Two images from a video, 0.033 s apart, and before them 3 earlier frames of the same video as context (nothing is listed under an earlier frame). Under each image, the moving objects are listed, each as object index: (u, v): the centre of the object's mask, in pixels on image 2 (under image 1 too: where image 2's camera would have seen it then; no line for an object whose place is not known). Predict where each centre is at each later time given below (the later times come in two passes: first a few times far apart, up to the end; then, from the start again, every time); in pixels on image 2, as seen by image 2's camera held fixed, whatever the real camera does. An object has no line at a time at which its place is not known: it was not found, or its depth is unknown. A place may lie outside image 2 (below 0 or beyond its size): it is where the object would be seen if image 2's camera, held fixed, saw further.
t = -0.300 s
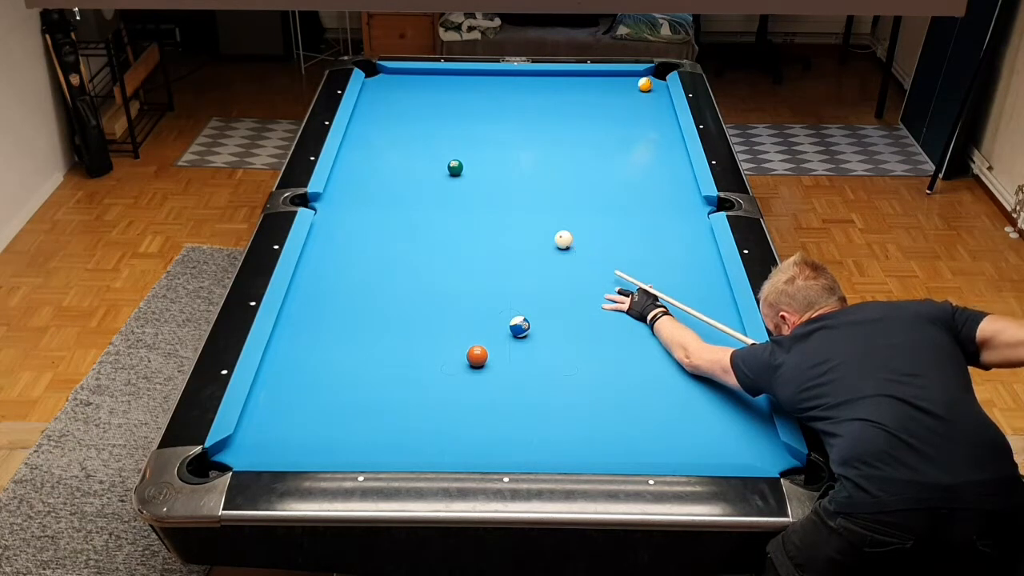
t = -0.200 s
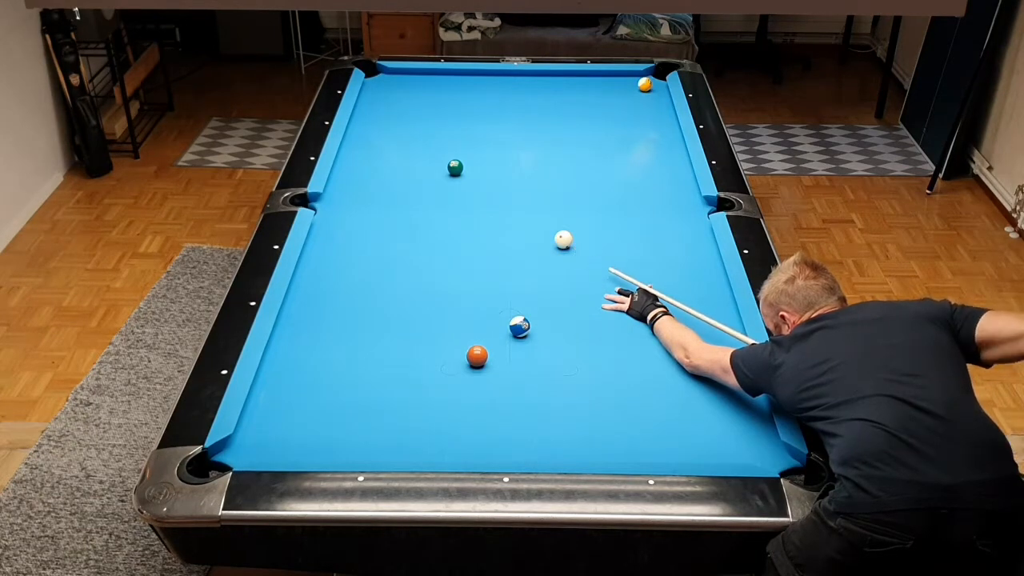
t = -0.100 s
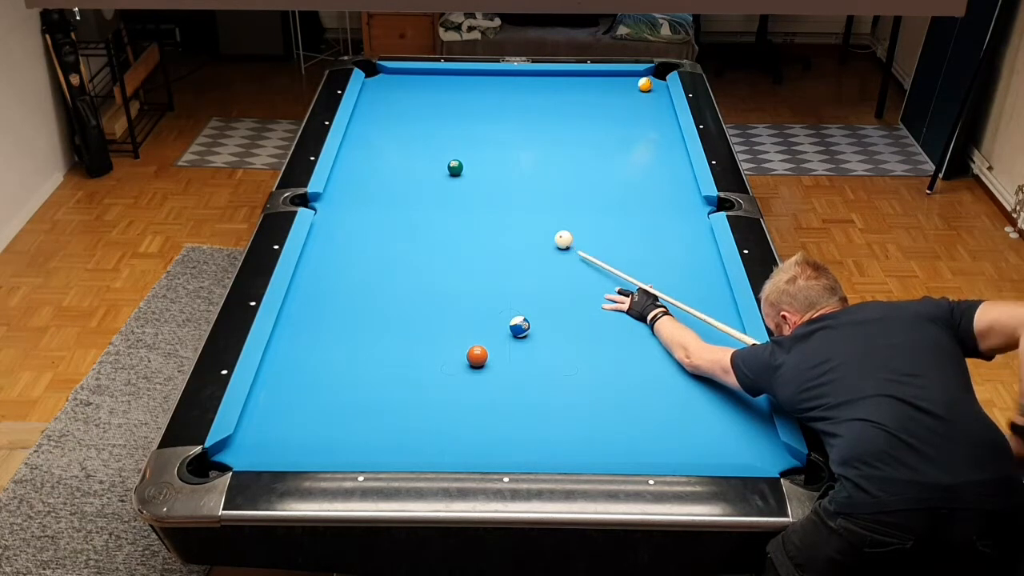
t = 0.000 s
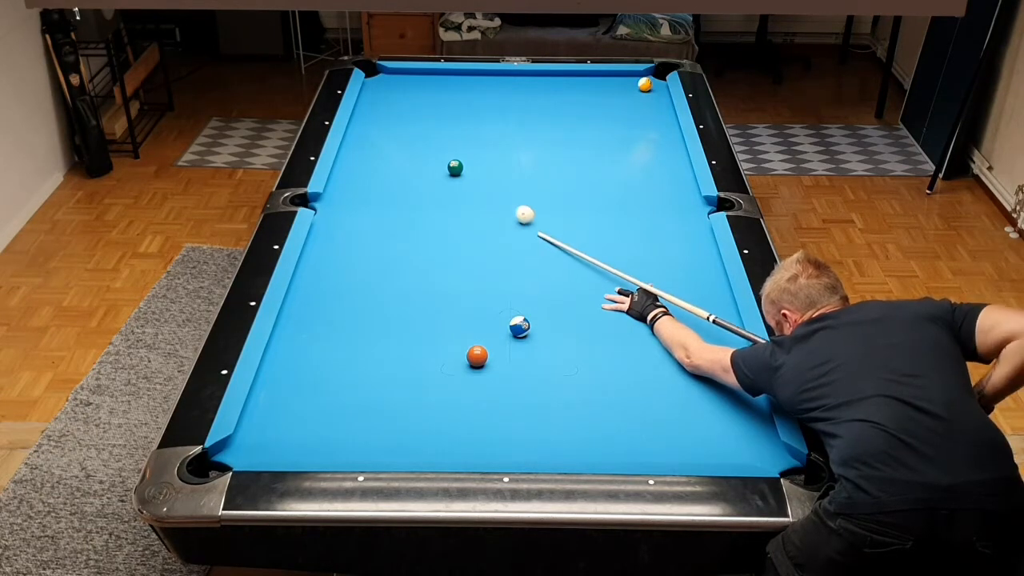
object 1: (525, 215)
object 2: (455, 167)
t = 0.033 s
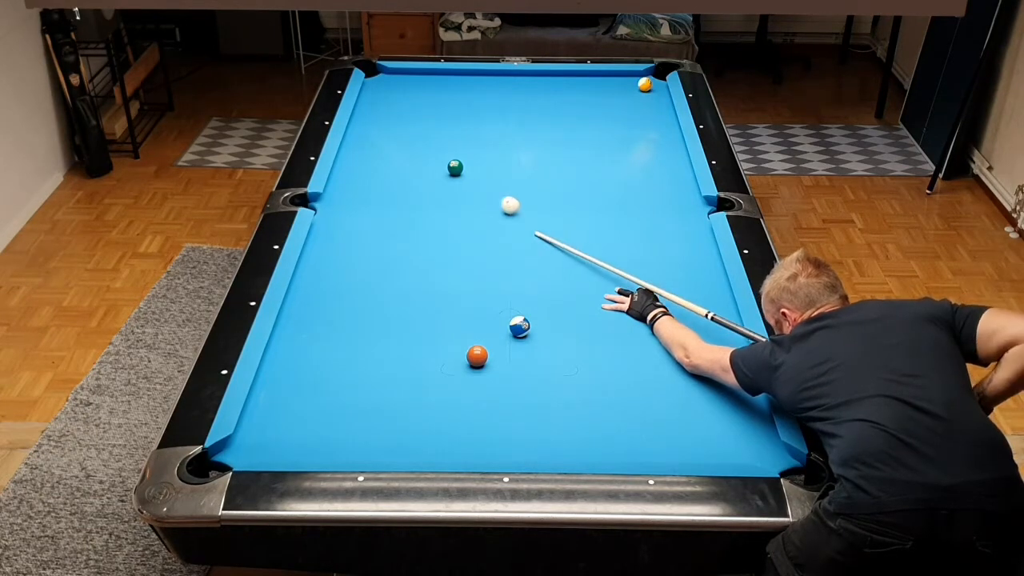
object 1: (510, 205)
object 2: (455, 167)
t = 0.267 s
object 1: (450, 177)
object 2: (437, 146)
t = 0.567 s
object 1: (435, 188)
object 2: (399, 101)
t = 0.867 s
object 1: (421, 198)
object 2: (368, 67)
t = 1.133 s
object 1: (409, 208)
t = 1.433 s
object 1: (397, 217)
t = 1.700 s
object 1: (387, 225)
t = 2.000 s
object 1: (376, 233)
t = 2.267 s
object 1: (368, 240)
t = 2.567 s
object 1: (359, 247)
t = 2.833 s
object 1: (353, 251)
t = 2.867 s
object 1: (352, 252)
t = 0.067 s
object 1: (496, 196)
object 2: (455, 167)
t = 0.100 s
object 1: (483, 188)
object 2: (455, 167)
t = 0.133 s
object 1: (471, 181)
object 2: (455, 168)
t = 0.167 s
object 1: (461, 174)
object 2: (453, 165)
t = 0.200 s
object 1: (456, 175)
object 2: (448, 159)
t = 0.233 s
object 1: (453, 175)
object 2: (442, 153)
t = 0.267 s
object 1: (450, 177)
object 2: (437, 146)
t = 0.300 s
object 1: (448, 178)
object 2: (432, 140)
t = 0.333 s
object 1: (446, 179)
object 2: (427, 134)
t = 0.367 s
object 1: (444, 180)
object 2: (422, 129)
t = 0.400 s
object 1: (443, 181)
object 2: (418, 124)
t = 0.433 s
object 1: (441, 183)
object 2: (414, 119)
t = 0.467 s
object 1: (440, 184)
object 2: (410, 114)
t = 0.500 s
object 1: (438, 185)
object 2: (406, 110)
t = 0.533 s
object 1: (437, 187)
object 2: (402, 105)
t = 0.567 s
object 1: (435, 188)
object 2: (399, 101)
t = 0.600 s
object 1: (433, 189)
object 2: (395, 97)
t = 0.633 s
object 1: (432, 190)
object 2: (391, 92)
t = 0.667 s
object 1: (430, 191)
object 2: (388, 88)
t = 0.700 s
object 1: (429, 193)
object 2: (385, 84)
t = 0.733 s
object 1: (427, 194)
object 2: (381, 80)
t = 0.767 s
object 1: (426, 195)
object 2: (378, 76)
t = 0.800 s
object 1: (424, 196)
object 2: (374, 72)
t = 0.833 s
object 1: (423, 197)
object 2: (372, 69)
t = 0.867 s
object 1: (421, 198)
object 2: (368, 67)
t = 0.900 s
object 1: (420, 200)
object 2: (363, 68)
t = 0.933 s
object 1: (418, 201)
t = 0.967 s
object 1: (417, 202)
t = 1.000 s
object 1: (415, 203)
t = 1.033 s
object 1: (414, 204)
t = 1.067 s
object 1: (412, 205)
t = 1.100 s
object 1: (411, 206)
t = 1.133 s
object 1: (409, 208)
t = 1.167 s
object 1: (408, 209)
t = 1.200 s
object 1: (407, 210)
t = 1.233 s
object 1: (405, 211)
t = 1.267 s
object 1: (404, 212)
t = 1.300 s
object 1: (402, 213)
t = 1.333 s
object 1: (401, 214)
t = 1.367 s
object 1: (400, 215)
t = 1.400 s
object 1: (398, 216)
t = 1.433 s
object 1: (397, 217)
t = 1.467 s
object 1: (396, 218)
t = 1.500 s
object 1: (395, 219)
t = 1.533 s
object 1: (393, 220)
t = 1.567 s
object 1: (392, 221)
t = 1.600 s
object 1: (391, 222)
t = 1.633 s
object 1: (389, 223)
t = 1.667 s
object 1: (388, 224)
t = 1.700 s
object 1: (387, 225)
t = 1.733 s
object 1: (385, 226)
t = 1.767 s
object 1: (384, 227)
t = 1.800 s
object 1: (383, 228)
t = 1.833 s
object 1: (382, 229)
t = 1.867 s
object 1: (381, 230)
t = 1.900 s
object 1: (380, 231)
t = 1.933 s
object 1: (378, 232)
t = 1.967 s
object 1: (377, 233)
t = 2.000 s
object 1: (376, 233)
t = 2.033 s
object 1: (375, 234)
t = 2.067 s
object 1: (374, 235)
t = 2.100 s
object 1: (373, 236)
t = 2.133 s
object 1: (372, 237)
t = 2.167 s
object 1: (371, 238)
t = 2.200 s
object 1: (370, 239)
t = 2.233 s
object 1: (369, 239)
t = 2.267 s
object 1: (368, 240)
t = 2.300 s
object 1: (367, 241)
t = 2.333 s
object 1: (366, 242)
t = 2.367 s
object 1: (365, 242)
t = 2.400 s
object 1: (364, 243)
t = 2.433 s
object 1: (363, 244)
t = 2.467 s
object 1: (362, 244)
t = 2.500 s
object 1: (361, 245)
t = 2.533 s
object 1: (360, 246)
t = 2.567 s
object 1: (359, 247)
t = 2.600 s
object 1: (358, 247)
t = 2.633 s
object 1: (357, 248)
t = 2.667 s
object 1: (357, 248)
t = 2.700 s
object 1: (356, 249)
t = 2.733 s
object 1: (355, 250)
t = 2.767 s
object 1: (354, 250)
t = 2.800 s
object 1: (353, 251)
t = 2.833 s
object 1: (353, 251)
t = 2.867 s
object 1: (352, 252)
